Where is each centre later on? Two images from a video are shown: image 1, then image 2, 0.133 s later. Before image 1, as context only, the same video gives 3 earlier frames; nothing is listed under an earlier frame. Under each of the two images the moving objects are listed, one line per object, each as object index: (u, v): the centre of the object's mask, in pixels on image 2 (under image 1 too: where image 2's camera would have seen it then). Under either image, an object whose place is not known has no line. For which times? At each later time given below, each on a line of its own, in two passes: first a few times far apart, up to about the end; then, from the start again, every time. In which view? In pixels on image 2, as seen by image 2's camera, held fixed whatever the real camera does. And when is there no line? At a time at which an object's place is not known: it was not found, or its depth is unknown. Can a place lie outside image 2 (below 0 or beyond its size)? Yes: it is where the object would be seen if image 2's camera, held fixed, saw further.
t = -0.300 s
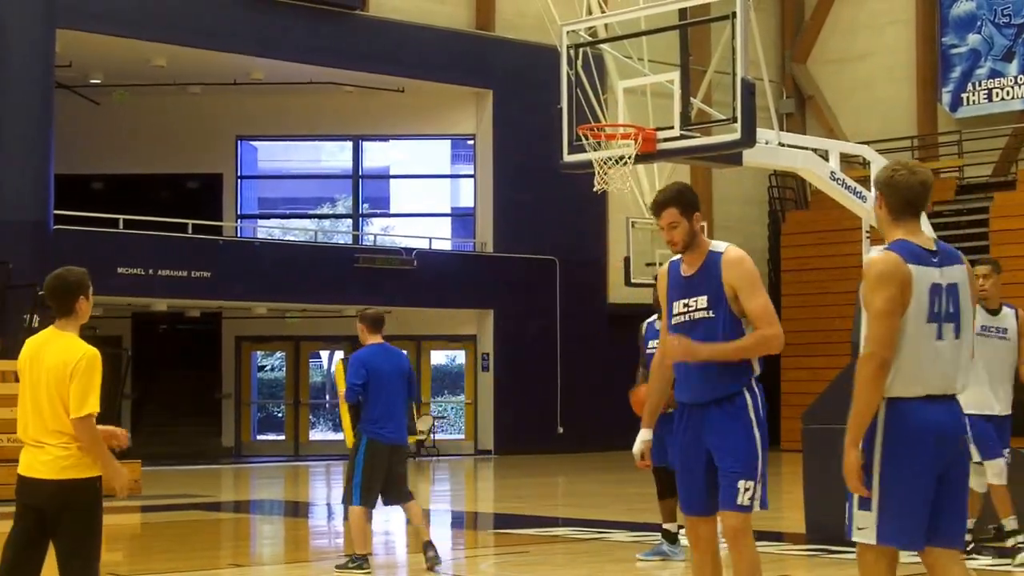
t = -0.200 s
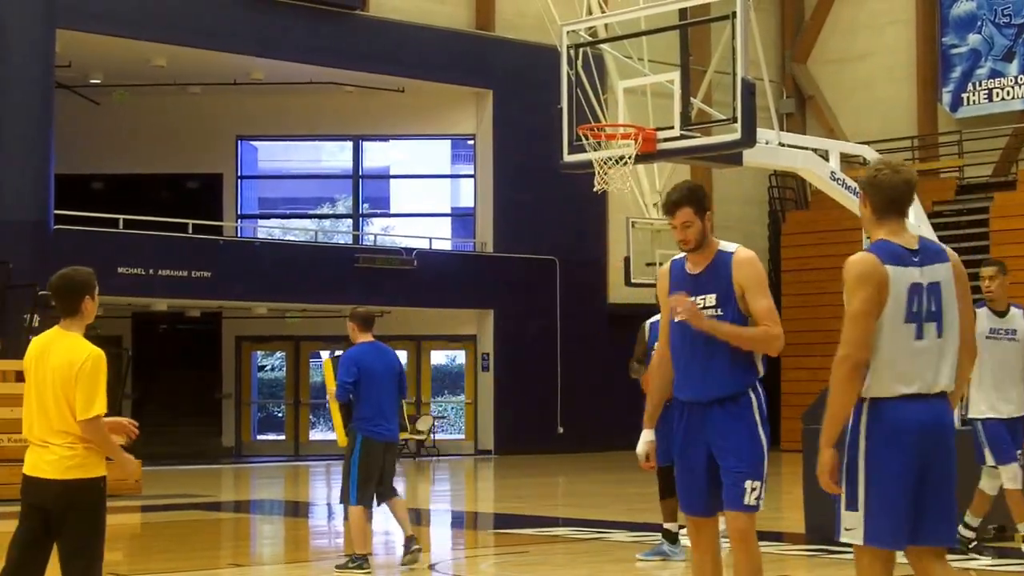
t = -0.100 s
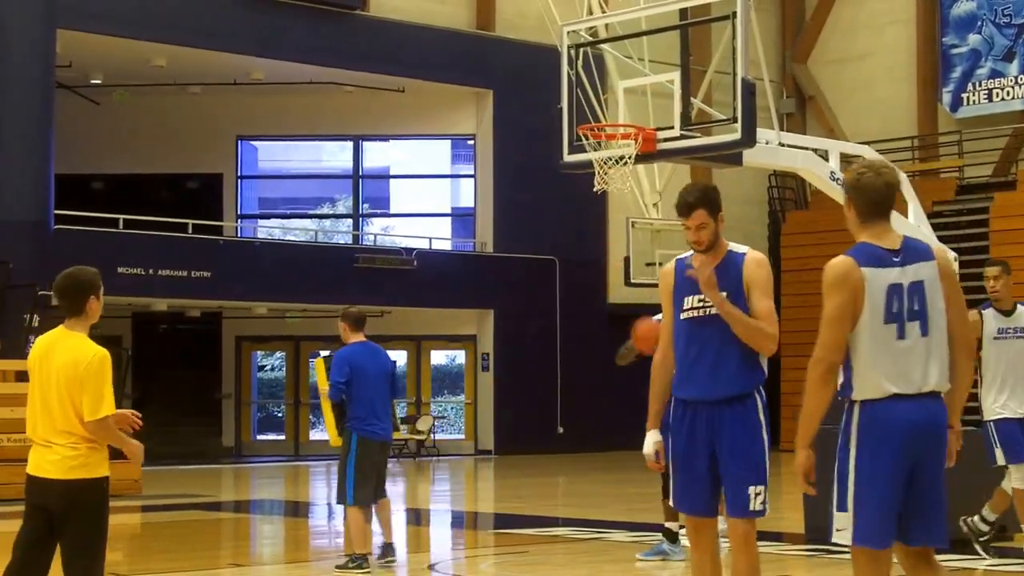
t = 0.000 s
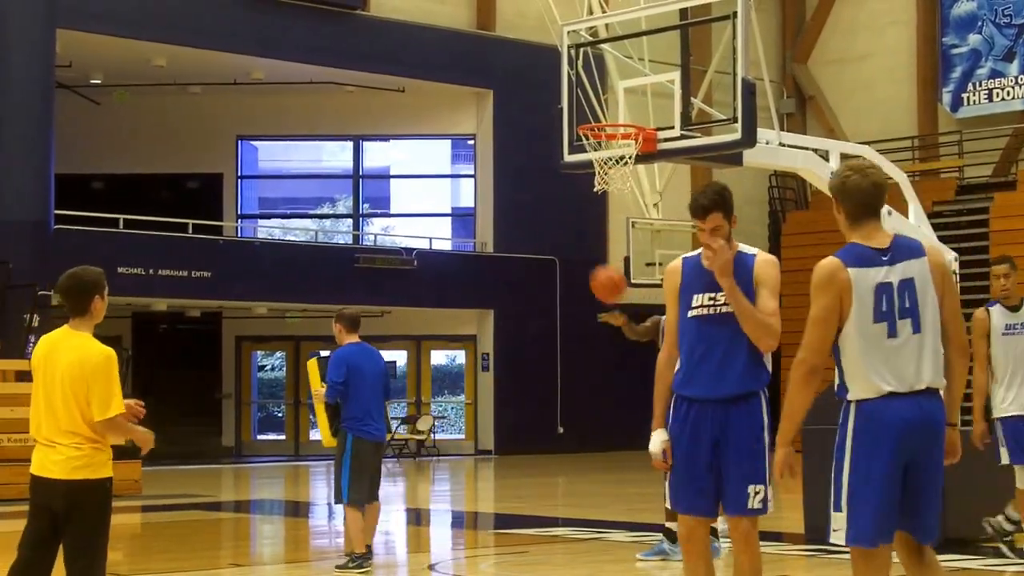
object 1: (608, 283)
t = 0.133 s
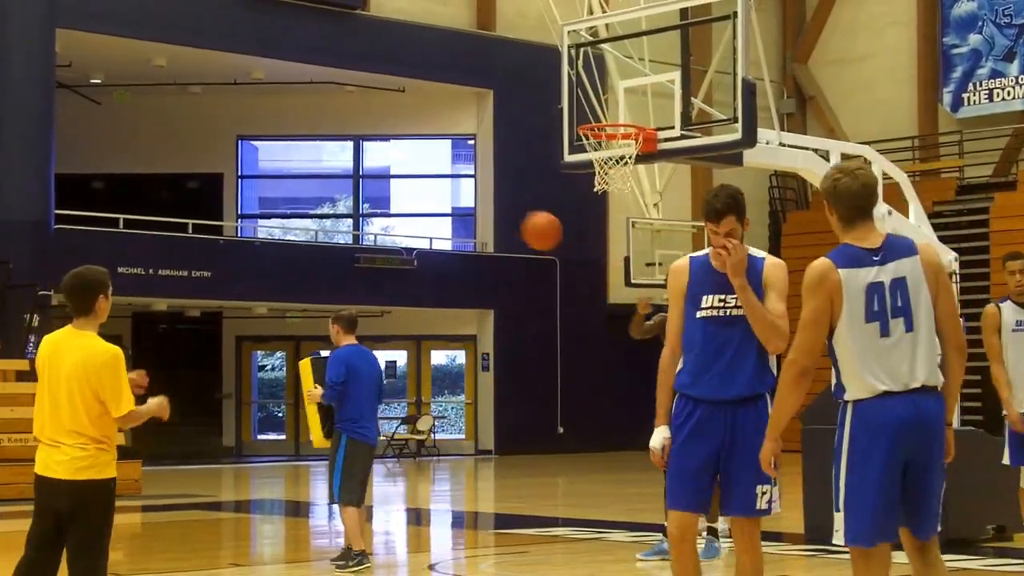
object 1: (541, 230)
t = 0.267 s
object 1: (468, 197)
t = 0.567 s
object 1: (257, 216)
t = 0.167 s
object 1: (524, 220)
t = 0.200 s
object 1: (506, 211)
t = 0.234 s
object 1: (489, 203)
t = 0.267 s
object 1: (468, 197)
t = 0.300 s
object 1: (447, 192)
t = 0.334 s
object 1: (426, 188)
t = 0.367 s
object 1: (403, 186)
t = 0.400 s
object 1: (380, 186)
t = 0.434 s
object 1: (358, 189)
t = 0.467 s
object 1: (334, 192)
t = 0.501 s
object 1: (310, 197)
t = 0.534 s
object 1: (284, 205)
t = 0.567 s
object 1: (257, 216)
